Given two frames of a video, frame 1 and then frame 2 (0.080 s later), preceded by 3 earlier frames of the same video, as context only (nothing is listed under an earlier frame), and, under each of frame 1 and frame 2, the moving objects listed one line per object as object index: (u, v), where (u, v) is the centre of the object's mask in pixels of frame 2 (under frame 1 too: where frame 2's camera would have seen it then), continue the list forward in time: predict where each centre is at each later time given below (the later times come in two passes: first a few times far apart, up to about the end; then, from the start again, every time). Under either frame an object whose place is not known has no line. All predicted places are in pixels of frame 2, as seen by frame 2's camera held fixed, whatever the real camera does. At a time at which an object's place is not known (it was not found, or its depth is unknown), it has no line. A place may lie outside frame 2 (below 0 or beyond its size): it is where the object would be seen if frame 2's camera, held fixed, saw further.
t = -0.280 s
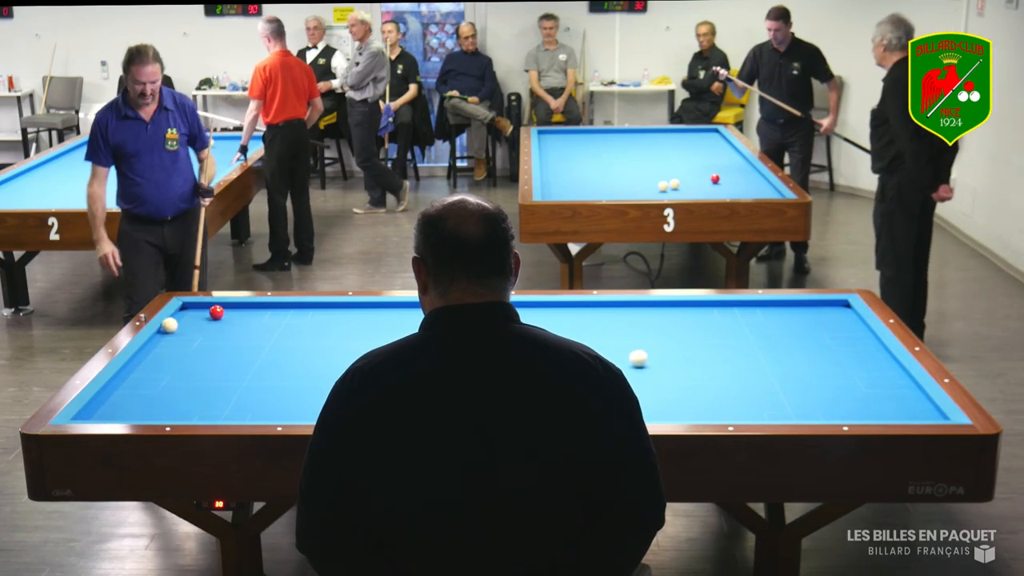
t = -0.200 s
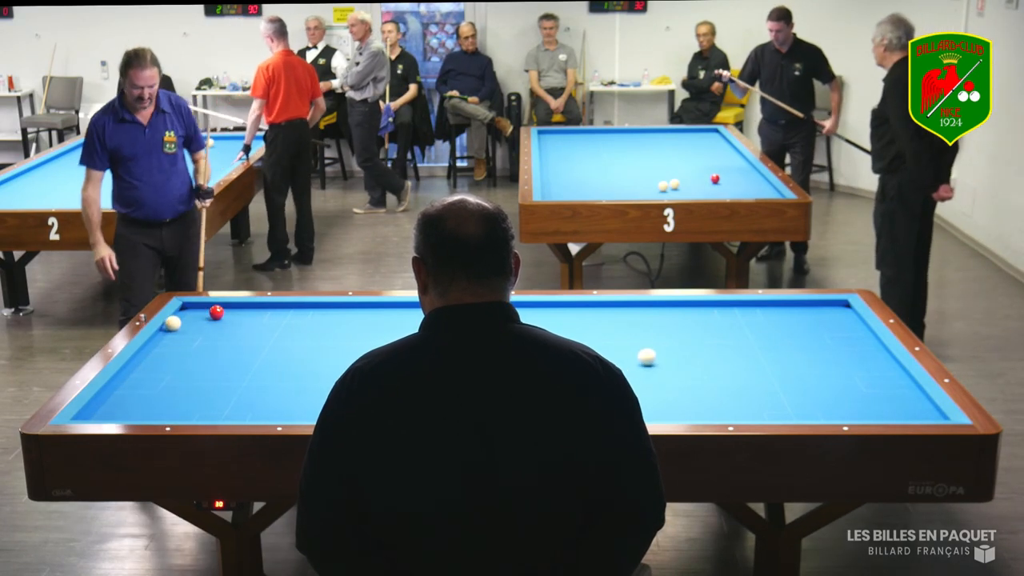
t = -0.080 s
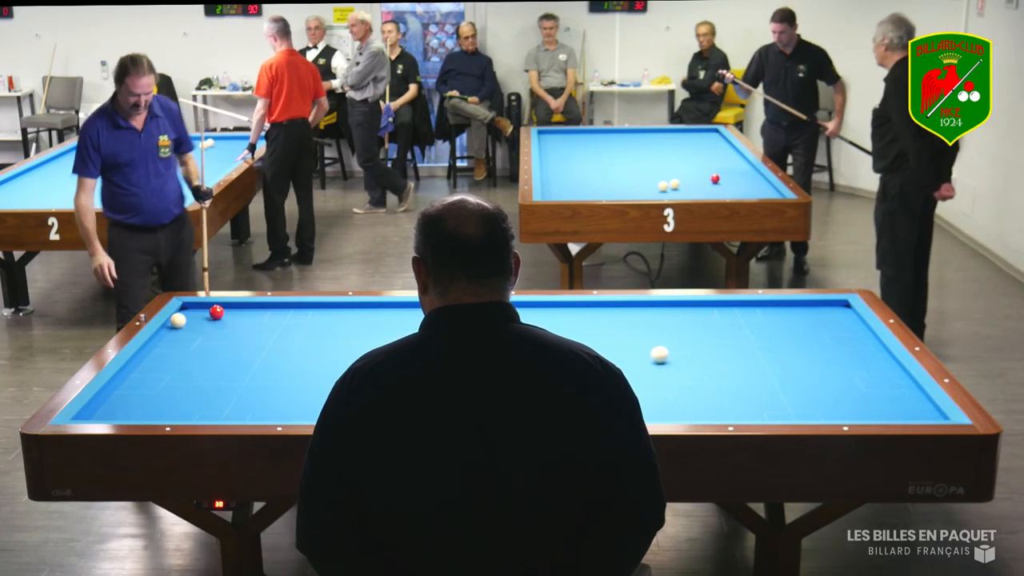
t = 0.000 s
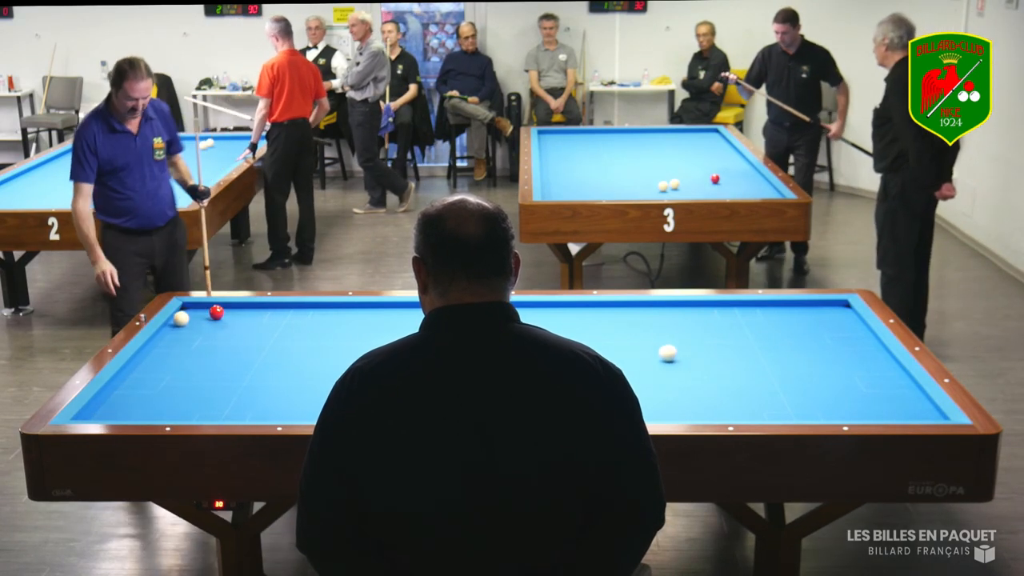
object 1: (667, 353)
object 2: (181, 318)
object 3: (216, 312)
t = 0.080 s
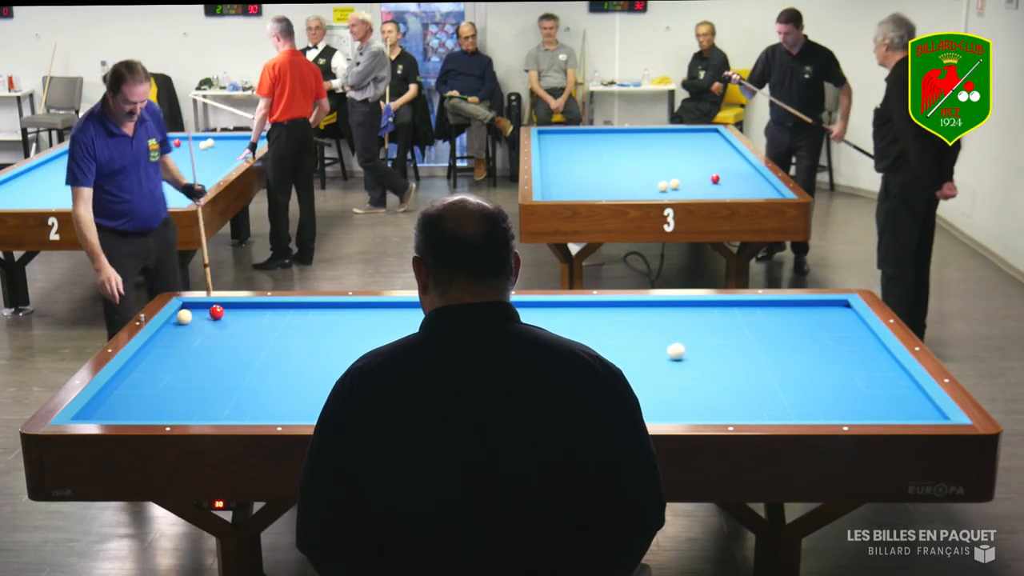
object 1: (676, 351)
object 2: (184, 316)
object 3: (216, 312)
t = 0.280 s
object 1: (695, 347)
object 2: (191, 312)
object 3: (216, 312)
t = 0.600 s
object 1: (725, 342)
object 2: (202, 306)
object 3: (216, 312)
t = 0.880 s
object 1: (751, 338)
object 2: (206, 305)
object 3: (216, 312)
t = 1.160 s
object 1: (774, 334)
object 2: (207, 308)
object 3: (217, 312)
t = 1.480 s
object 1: (800, 329)
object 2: (206, 310)
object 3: (221, 314)
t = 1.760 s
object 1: (821, 325)
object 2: (205, 311)
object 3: (224, 314)
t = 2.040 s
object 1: (841, 322)
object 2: (203, 311)
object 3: (226, 315)
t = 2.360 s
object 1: (851, 318)
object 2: (202, 312)
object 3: (228, 316)
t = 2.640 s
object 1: (837, 316)
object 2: (202, 312)
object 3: (229, 317)
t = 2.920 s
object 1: (825, 314)
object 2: (202, 312)
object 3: (230, 317)
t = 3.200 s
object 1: (814, 313)
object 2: (202, 312)
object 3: (231, 317)
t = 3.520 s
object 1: (802, 311)
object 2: (202, 312)
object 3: (231, 317)
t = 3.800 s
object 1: (793, 309)
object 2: (202, 312)
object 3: (231, 317)
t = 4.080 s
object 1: (786, 308)
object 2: (202, 312)
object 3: (231, 317)
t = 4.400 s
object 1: (778, 307)
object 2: (202, 312)
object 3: (231, 317)
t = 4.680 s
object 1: (772, 306)
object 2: (202, 312)
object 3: (231, 317)
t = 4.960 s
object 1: (767, 305)
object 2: (202, 312)
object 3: (231, 317)
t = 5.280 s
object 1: (763, 304)
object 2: (202, 312)
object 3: (231, 317)
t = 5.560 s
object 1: (759, 304)
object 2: (202, 312)
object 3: (231, 317)
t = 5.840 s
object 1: (757, 303)
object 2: (202, 312)
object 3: (231, 317)
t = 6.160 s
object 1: (756, 303)
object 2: (202, 312)
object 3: (231, 317)
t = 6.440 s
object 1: (755, 303)
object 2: (202, 312)
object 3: (231, 317)
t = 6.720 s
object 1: (755, 303)
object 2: (202, 312)
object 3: (231, 317)
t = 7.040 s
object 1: (755, 303)
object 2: (202, 312)
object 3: (231, 317)
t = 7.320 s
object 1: (755, 301)
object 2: (202, 312)
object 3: (231, 317)
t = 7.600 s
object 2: (202, 312)
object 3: (231, 317)
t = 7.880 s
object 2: (202, 312)
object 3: (231, 317)
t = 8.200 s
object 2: (202, 312)
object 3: (231, 317)
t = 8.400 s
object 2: (202, 312)
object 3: (231, 317)
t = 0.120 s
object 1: (680, 351)
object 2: (186, 315)
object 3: (216, 312)
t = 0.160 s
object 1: (683, 349)
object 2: (187, 315)
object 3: (216, 312)
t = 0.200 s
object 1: (687, 349)
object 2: (188, 314)
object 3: (216, 312)
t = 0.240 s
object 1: (691, 348)
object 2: (190, 313)
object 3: (216, 312)
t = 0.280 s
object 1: (695, 347)
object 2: (191, 312)
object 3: (216, 312)
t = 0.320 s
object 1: (699, 347)
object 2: (193, 311)
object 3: (216, 312)
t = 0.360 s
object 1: (703, 346)
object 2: (194, 310)
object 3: (216, 312)
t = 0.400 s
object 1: (707, 346)
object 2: (196, 310)
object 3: (216, 312)
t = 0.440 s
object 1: (711, 345)
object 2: (197, 309)
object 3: (216, 312)
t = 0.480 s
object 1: (714, 344)
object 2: (198, 308)
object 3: (216, 312)
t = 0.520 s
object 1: (718, 343)
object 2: (200, 307)
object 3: (216, 312)
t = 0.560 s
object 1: (722, 343)
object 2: (201, 306)
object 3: (216, 312)
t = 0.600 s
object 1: (725, 342)
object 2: (202, 306)
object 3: (216, 312)
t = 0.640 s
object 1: (729, 342)
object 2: (204, 305)
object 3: (216, 312)
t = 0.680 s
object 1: (733, 341)
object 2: (205, 304)
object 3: (216, 312)
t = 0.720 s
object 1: (737, 340)
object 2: (205, 305)
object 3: (216, 312)
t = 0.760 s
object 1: (740, 339)
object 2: (205, 305)
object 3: (216, 312)
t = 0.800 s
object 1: (743, 339)
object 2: (205, 305)
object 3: (216, 312)
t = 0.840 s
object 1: (747, 339)
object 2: (206, 305)
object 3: (216, 312)
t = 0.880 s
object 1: (751, 338)
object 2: (206, 305)
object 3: (216, 312)
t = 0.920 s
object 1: (754, 337)
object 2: (206, 306)
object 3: (216, 312)
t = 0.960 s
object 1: (757, 337)
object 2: (206, 306)
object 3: (216, 312)
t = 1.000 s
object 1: (761, 336)
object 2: (206, 307)
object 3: (216, 312)
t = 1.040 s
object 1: (765, 335)
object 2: (207, 307)
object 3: (216, 312)
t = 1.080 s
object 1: (768, 335)
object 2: (207, 307)
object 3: (216, 312)
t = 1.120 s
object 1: (771, 334)
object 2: (207, 307)
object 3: (216, 312)
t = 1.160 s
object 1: (774, 334)
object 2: (207, 308)
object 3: (217, 312)
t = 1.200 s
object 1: (778, 333)
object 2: (207, 308)
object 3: (217, 312)
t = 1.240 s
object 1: (781, 332)
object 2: (207, 309)
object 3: (218, 313)
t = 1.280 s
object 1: (784, 332)
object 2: (207, 309)
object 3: (218, 313)
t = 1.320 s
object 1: (787, 331)
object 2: (207, 309)
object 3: (218, 313)
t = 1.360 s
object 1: (790, 331)
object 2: (206, 309)
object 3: (219, 313)
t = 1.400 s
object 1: (794, 330)
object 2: (206, 309)
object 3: (219, 313)
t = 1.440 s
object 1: (797, 330)
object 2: (206, 310)
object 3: (220, 313)
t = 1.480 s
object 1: (800, 329)
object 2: (206, 310)
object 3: (221, 314)
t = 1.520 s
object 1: (803, 328)
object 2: (206, 310)
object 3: (221, 314)
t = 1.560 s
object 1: (806, 328)
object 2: (206, 310)
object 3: (221, 314)
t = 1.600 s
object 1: (809, 327)
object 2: (205, 310)
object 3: (222, 314)
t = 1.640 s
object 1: (812, 327)
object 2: (205, 310)
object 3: (223, 314)
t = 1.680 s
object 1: (815, 326)
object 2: (205, 311)
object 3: (222, 314)
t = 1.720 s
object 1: (818, 326)
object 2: (205, 311)
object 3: (223, 314)
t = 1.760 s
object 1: (821, 325)
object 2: (205, 311)
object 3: (224, 314)
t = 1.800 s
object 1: (824, 325)
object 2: (204, 311)
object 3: (224, 314)
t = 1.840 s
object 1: (827, 324)
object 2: (204, 311)
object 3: (225, 315)
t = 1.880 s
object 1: (830, 323)
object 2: (204, 311)
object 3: (225, 315)
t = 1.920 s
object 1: (833, 323)
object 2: (204, 311)
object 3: (225, 315)
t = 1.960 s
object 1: (836, 323)
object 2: (204, 311)
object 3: (225, 315)
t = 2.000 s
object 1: (838, 322)
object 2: (204, 311)
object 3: (226, 315)
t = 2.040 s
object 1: (841, 322)
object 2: (203, 311)
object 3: (226, 315)
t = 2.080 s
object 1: (844, 321)
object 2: (203, 311)
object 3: (226, 315)
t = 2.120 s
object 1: (847, 321)
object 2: (203, 312)
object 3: (227, 316)
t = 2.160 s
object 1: (849, 320)
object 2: (203, 312)
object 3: (227, 316)
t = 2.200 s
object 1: (852, 320)
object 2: (203, 312)
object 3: (227, 316)
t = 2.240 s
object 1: (855, 319)
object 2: (203, 312)
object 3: (228, 316)
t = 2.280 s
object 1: (855, 319)
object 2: (203, 312)
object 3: (228, 316)
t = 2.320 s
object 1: (852, 318)
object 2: (202, 312)
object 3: (228, 316)
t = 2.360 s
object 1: (851, 318)
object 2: (202, 312)
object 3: (228, 316)
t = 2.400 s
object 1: (849, 318)
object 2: (202, 312)
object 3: (228, 316)
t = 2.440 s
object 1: (847, 317)
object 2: (202, 312)
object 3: (229, 316)
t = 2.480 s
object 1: (844, 317)
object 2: (202, 312)
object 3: (229, 316)
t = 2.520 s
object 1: (843, 317)
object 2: (202, 312)
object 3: (229, 316)
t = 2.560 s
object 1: (841, 317)
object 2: (202, 312)
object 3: (229, 316)
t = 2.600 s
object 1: (839, 316)
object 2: (202, 312)
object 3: (229, 316)
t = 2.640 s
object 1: (837, 316)
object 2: (202, 312)
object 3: (229, 317)
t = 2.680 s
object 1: (835, 316)
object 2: (202, 312)
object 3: (230, 317)
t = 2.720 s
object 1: (834, 315)
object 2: (202, 312)
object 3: (230, 317)
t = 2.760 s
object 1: (832, 315)
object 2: (202, 312)
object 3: (230, 317)
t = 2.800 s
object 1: (830, 315)
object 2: (202, 312)
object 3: (230, 317)
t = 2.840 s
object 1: (828, 315)
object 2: (202, 312)
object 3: (230, 317)
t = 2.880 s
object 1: (826, 314)
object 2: (202, 312)
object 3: (230, 317)
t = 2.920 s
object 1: (825, 314)
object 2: (202, 312)
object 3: (230, 317)
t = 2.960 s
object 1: (823, 314)
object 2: (202, 312)
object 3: (231, 317)
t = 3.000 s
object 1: (822, 314)
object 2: (202, 312)
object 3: (231, 317)
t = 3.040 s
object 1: (820, 314)
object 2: (202, 312)
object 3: (231, 317)
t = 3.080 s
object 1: (818, 313)
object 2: (202, 312)
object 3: (231, 317)
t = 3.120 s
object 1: (817, 313)
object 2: (202, 312)
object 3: (231, 317)
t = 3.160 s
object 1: (815, 313)
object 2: (202, 312)
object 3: (231, 317)
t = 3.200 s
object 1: (814, 313)
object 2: (202, 312)
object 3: (231, 317)
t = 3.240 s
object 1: (812, 312)
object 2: (202, 312)
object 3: (231, 317)
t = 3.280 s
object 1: (810, 312)
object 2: (202, 312)
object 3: (231, 317)
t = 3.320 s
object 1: (809, 312)
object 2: (202, 312)
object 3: (231, 317)
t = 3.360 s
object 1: (808, 312)
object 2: (202, 312)
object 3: (231, 317)
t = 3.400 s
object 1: (806, 312)
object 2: (202, 312)
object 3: (231, 317)
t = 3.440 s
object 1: (805, 311)
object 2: (202, 312)
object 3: (231, 317)
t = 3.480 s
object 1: (803, 311)
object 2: (202, 312)
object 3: (231, 317)
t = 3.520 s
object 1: (802, 311)
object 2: (202, 312)
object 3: (231, 317)
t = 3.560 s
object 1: (801, 311)
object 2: (202, 312)
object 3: (231, 317)
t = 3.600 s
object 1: (799, 311)
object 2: (202, 312)
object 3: (231, 317)
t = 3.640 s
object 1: (798, 310)
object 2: (202, 312)
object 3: (231, 317)
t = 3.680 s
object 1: (797, 310)
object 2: (202, 312)
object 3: (231, 317)
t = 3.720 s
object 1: (796, 310)
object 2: (202, 312)
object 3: (231, 317)
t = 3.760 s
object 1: (795, 310)
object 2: (202, 312)
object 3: (231, 317)
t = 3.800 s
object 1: (793, 309)
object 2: (202, 312)
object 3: (231, 317)
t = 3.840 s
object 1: (792, 309)
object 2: (202, 312)
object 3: (231, 317)
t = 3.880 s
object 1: (791, 309)
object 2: (202, 312)
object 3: (231, 317)
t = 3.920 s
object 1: (790, 309)
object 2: (202, 312)
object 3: (231, 317)
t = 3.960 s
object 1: (789, 309)
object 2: (202, 312)
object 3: (231, 317)
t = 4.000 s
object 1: (788, 308)
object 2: (202, 312)
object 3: (231, 317)
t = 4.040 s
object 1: (787, 308)
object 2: (202, 312)
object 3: (231, 317)
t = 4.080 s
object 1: (786, 308)
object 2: (202, 312)
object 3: (231, 317)
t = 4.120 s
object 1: (784, 308)
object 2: (202, 312)
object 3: (231, 317)
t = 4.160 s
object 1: (783, 308)
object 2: (202, 312)
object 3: (231, 317)
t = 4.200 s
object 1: (782, 307)
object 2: (202, 312)
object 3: (231, 317)
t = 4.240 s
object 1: (781, 307)
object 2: (202, 312)
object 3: (231, 317)
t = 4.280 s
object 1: (781, 307)
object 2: (202, 312)
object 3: (231, 317)
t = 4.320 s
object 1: (780, 307)
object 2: (202, 312)
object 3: (231, 317)
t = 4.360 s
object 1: (779, 307)
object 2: (202, 312)
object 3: (231, 317)
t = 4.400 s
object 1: (778, 307)
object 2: (202, 312)
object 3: (231, 317)
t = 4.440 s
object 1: (777, 307)
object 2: (202, 312)
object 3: (231, 317)
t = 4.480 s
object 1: (776, 307)
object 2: (202, 312)
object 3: (231, 317)
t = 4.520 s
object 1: (775, 306)
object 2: (202, 312)
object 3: (231, 317)
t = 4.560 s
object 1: (774, 306)
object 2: (202, 312)
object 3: (231, 317)
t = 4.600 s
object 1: (773, 306)
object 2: (202, 312)
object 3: (231, 317)
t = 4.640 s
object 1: (772, 306)
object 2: (202, 312)
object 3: (231, 317)
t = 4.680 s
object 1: (772, 306)
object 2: (202, 312)
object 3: (231, 317)
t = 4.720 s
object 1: (771, 306)
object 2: (202, 312)
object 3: (231, 317)
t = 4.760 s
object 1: (770, 306)
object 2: (202, 312)
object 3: (231, 317)
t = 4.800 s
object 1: (770, 306)
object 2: (202, 312)
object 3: (231, 317)
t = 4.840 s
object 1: (769, 305)
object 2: (202, 312)
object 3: (231, 317)
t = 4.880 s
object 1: (768, 305)
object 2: (202, 312)
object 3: (231, 317)
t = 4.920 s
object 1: (768, 305)
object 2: (202, 312)
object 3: (231, 317)
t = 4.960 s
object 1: (767, 305)
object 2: (202, 312)
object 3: (231, 317)
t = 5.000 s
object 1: (766, 305)
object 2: (202, 312)
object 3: (231, 317)
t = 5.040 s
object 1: (766, 305)
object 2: (202, 312)
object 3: (231, 317)
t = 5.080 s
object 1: (765, 305)
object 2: (202, 312)
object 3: (231, 317)
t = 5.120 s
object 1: (765, 304)
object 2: (202, 312)
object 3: (231, 317)
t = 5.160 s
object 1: (764, 304)
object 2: (202, 312)
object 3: (231, 317)
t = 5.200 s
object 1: (764, 304)
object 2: (202, 312)
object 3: (231, 317)
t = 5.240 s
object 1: (763, 304)
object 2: (202, 312)
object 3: (231, 317)
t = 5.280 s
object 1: (763, 304)
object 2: (202, 312)
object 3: (231, 317)
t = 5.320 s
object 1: (762, 304)
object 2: (202, 312)
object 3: (231, 317)
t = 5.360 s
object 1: (762, 304)
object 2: (202, 312)
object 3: (231, 317)
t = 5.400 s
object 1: (761, 304)
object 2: (202, 312)
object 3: (231, 317)
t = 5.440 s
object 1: (761, 304)
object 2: (202, 312)
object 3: (231, 317)
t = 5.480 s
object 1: (760, 304)
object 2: (202, 312)
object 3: (231, 317)
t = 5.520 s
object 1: (760, 304)
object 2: (202, 312)
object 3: (231, 317)
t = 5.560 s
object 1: (759, 304)
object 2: (202, 312)
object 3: (231, 317)
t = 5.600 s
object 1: (759, 304)
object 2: (202, 312)
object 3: (231, 317)
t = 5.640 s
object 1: (758, 304)
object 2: (202, 312)
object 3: (231, 317)
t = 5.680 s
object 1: (758, 303)
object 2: (202, 312)
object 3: (231, 317)
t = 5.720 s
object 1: (758, 303)
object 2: (202, 312)
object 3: (231, 317)
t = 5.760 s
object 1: (757, 303)
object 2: (202, 312)
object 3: (231, 317)
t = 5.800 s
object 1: (757, 303)
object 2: (202, 312)
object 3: (231, 317)
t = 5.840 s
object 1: (757, 303)
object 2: (202, 312)
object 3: (231, 317)
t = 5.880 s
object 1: (757, 303)
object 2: (202, 312)
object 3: (231, 317)
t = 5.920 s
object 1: (757, 303)
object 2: (202, 312)
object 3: (231, 317)
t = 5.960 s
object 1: (757, 303)
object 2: (202, 312)
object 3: (231, 317)
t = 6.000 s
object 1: (756, 303)
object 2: (202, 312)
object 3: (231, 317)
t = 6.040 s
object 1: (756, 303)
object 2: (202, 312)
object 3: (231, 317)
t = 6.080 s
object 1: (756, 303)
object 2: (202, 312)
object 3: (231, 317)
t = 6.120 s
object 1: (756, 303)
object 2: (202, 312)
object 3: (231, 317)
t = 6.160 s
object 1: (756, 303)
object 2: (202, 312)
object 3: (231, 317)
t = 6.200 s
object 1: (756, 303)
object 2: (202, 312)
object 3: (231, 317)
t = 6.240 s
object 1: (755, 303)
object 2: (202, 312)
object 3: (231, 317)
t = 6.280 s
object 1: (755, 303)
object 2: (202, 312)
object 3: (231, 317)
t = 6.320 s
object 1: (755, 303)
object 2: (202, 312)
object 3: (231, 317)
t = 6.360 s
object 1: (755, 303)
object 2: (202, 312)
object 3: (231, 317)
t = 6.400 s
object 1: (755, 303)
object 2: (202, 312)
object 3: (231, 317)
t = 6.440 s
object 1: (755, 303)
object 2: (202, 312)
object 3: (231, 317)
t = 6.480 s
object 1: (755, 303)
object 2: (202, 312)
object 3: (231, 317)
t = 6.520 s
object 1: (755, 303)
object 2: (202, 312)
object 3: (231, 317)
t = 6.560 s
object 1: (755, 303)
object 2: (202, 312)
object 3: (231, 317)
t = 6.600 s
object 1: (755, 303)
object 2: (202, 312)
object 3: (231, 317)
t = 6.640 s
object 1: (755, 303)
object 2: (202, 312)
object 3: (231, 317)
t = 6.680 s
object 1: (755, 303)
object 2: (202, 312)
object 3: (231, 317)
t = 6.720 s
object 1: (755, 303)
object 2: (202, 312)
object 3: (231, 317)
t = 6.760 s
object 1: (755, 303)
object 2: (202, 312)
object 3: (231, 317)
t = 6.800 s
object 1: (755, 303)
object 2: (202, 312)
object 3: (231, 317)
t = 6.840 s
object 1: (755, 303)
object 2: (202, 312)
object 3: (231, 317)
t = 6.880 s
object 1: (755, 303)
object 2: (202, 312)
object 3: (231, 317)
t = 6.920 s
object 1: (755, 303)
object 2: (202, 312)
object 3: (231, 317)
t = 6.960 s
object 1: (755, 303)
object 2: (202, 312)
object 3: (231, 317)
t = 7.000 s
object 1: (755, 303)
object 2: (202, 312)
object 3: (231, 317)
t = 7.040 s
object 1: (755, 303)
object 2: (202, 312)
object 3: (231, 317)
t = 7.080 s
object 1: (755, 303)
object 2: (202, 312)
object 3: (231, 317)
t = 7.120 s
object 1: (755, 303)
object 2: (202, 312)
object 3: (231, 317)
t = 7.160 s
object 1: (755, 303)
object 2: (202, 312)
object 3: (231, 317)
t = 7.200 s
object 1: (755, 303)
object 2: (202, 312)
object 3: (231, 317)
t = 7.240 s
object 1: (755, 303)
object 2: (202, 312)
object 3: (231, 317)
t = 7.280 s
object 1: (755, 302)
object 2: (202, 312)
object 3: (231, 317)
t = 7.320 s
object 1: (755, 301)
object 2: (202, 312)
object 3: (231, 317)
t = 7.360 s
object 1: (755, 301)
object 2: (202, 312)
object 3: (231, 317)
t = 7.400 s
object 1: (755, 301)
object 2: (202, 312)
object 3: (231, 317)
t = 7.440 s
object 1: (755, 301)
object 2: (202, 312)
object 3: (231, 317)
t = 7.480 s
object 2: (202, 312)
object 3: (231, 317)
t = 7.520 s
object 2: (202, 312)
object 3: (231, 317)
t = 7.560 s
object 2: (202, 312)
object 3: (231, 317)
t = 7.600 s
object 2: (202, 312)
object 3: (231, 317)
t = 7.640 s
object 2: (202, 312)
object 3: (231, 317)
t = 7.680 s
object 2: (202, 312)
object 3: (231, 317)
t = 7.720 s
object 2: (202, 312)
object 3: (231, 317)
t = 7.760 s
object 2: (202, 312)
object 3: (231, 317)
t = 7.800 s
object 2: (202, 312)
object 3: (231, 317)
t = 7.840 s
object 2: (202, 312)
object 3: (231, 317)
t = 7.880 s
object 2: (202, 312)
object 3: (231, 317)
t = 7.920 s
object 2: (202, 312)
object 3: (231, 317)
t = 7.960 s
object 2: (202, 312)
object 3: (231, 317)
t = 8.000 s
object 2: (202, 312)
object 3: (231, 317)
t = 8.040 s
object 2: (202, 312)
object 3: (231, 317)
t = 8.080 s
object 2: (202, 312)
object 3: (231, 317)
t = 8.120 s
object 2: (202, 312)
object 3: (231, 317)
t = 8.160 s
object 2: (202, 312)
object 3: (231, 317)
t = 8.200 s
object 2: (202, 312)
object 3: (231, 317)
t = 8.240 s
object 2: (202, 312)
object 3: (231, 317)
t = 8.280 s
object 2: (202, 312)
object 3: (231, 317)
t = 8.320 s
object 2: (202, 312)
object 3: (231, 317)
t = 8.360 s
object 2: (202, 312)
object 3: (231, 317)
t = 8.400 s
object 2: (202, 312)
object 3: (231, 317)
